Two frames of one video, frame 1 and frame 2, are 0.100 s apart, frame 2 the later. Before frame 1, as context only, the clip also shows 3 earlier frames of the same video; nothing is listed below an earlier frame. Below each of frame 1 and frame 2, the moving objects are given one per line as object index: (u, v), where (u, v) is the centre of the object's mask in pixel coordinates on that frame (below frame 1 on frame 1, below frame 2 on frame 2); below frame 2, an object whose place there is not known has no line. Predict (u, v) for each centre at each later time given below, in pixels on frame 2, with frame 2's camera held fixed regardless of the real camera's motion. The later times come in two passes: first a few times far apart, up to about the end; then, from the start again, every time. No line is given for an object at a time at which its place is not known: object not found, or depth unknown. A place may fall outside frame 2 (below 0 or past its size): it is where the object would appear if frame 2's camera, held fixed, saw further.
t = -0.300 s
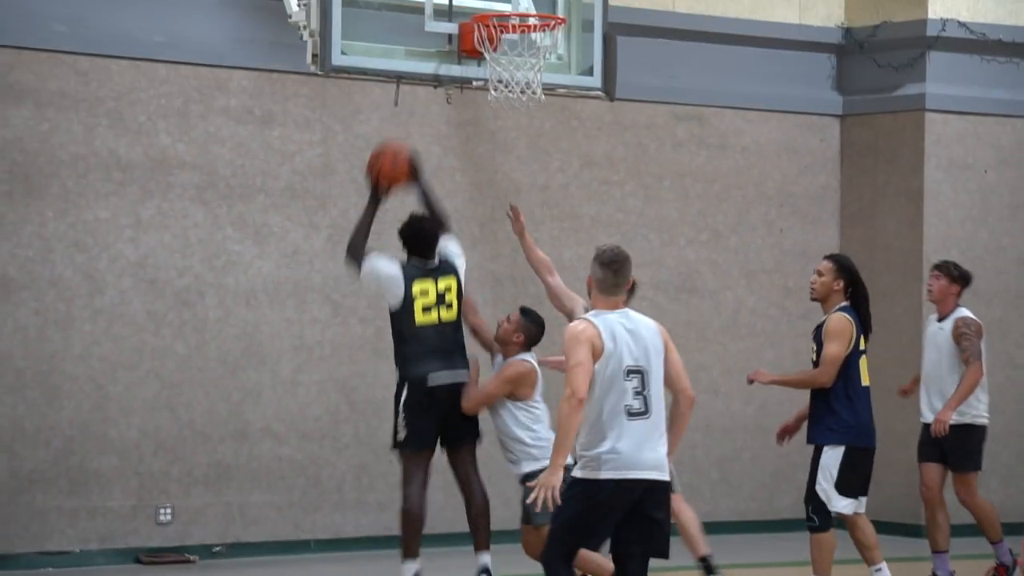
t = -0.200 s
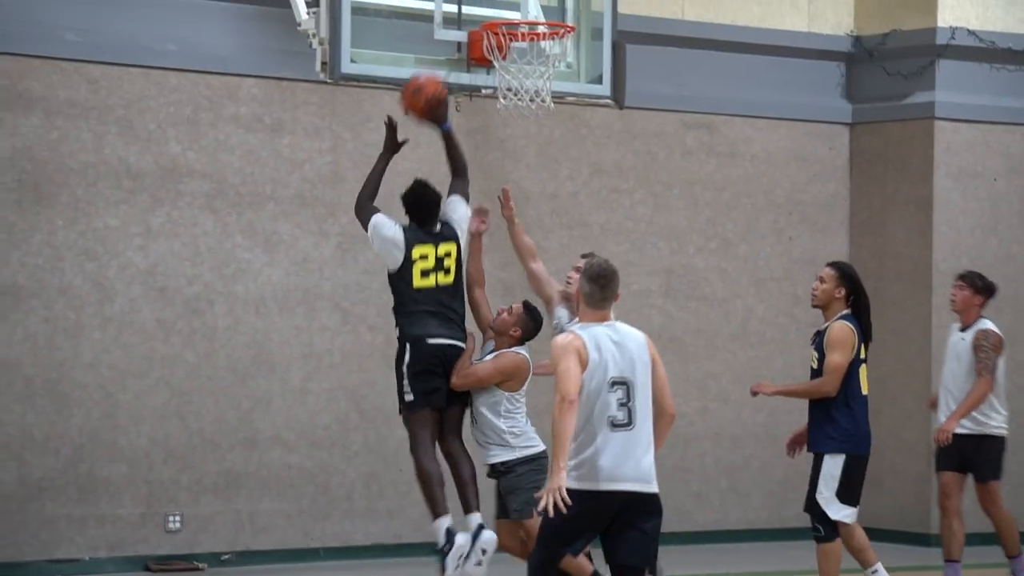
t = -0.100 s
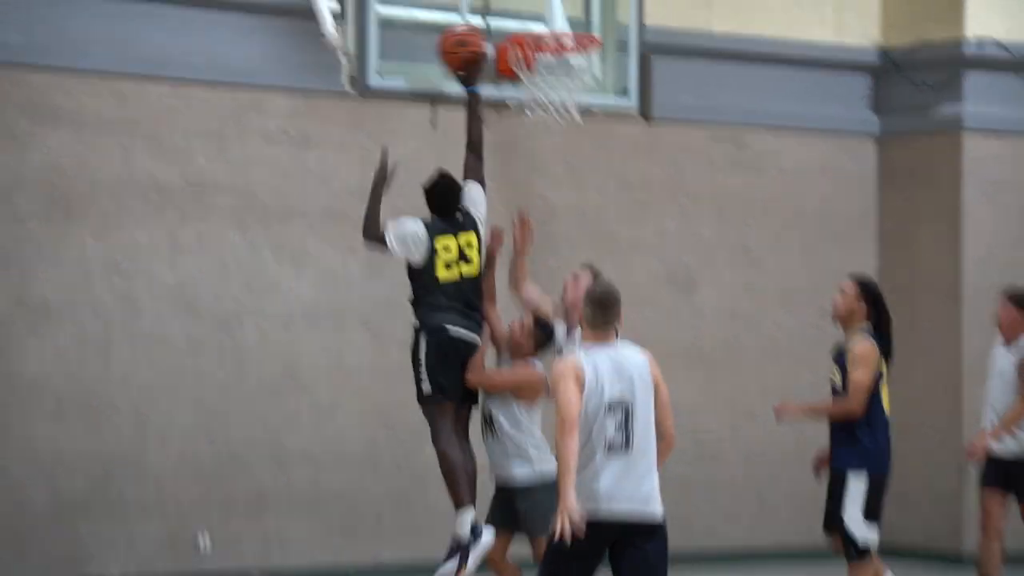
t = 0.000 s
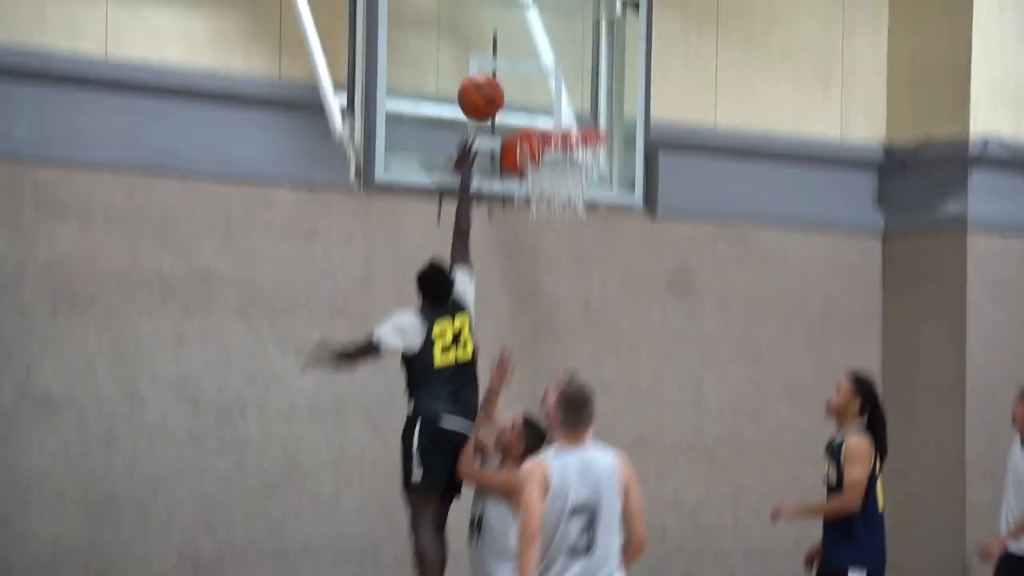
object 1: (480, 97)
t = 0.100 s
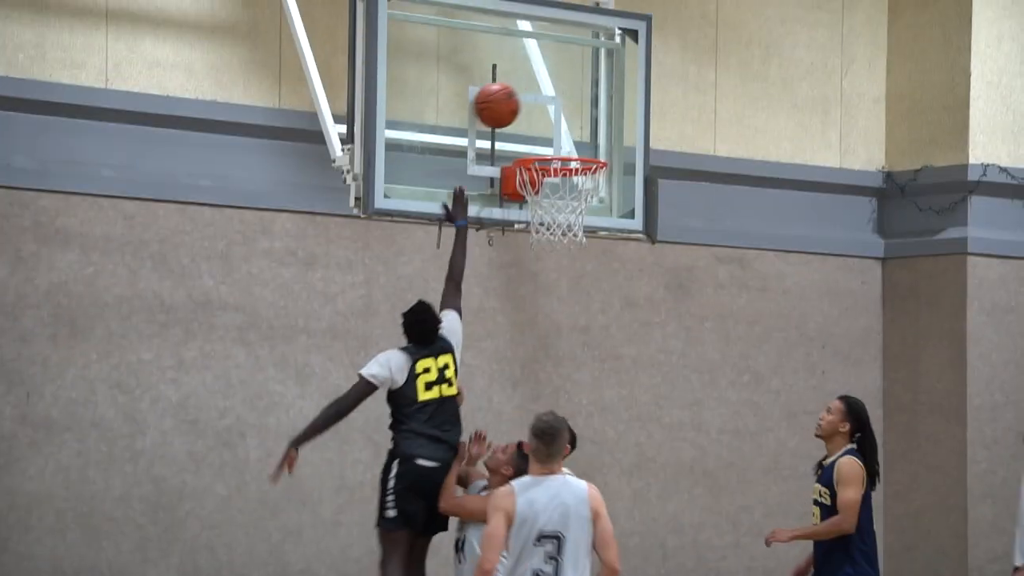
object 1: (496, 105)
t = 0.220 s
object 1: (527, 113)
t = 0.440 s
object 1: (583, 195)
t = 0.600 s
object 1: (589, 243)
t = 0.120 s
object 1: (502, 104)
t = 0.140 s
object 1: (507, 105)
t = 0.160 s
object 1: (512, 106)
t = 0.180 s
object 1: (517, 107)
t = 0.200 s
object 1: (523, 110)
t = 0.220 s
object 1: (527, 113)
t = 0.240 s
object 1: (532, 117)
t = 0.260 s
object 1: (537, 121)
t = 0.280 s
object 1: (542, 126)
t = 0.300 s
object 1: (548, 132)
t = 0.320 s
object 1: (553, 138)
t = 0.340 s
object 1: (558, 142)
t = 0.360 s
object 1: (564, 146)
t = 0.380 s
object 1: (570, 165)
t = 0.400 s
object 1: (574, 177)
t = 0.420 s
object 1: (578, 184)
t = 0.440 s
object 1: (583, 195)
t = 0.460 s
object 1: (587, 202)
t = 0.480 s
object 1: (588, 208)
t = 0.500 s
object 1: (589, 213)
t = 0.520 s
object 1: (589, 217)
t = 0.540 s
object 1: (588, 224)
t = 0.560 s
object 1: (589, 229)
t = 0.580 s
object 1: (589, 235)
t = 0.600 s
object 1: (589, 243)
